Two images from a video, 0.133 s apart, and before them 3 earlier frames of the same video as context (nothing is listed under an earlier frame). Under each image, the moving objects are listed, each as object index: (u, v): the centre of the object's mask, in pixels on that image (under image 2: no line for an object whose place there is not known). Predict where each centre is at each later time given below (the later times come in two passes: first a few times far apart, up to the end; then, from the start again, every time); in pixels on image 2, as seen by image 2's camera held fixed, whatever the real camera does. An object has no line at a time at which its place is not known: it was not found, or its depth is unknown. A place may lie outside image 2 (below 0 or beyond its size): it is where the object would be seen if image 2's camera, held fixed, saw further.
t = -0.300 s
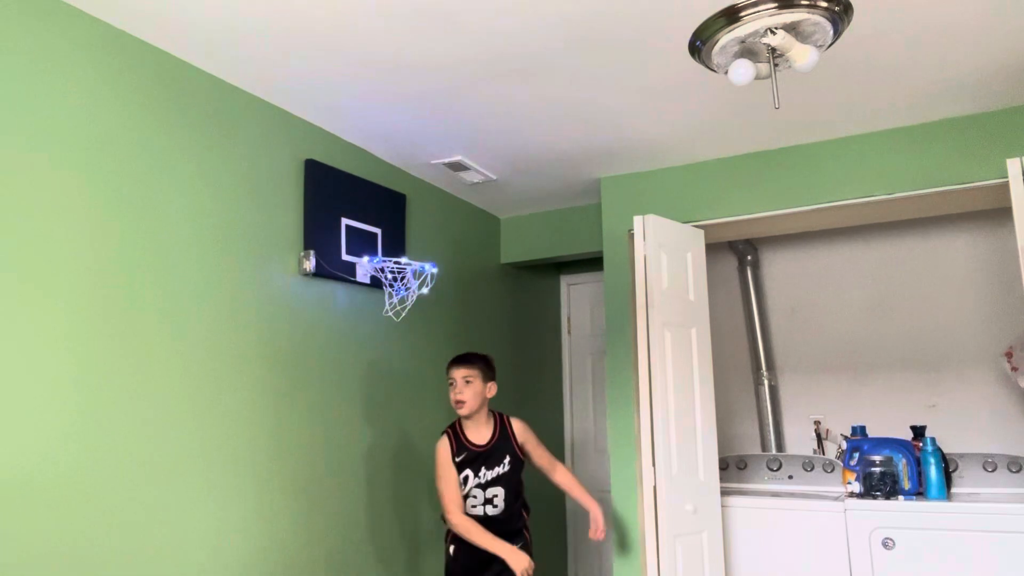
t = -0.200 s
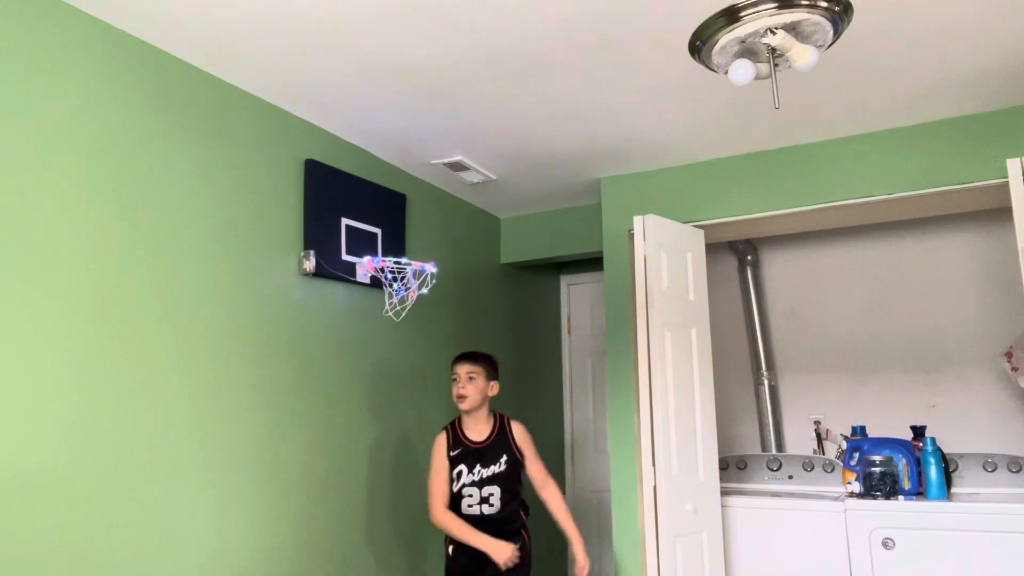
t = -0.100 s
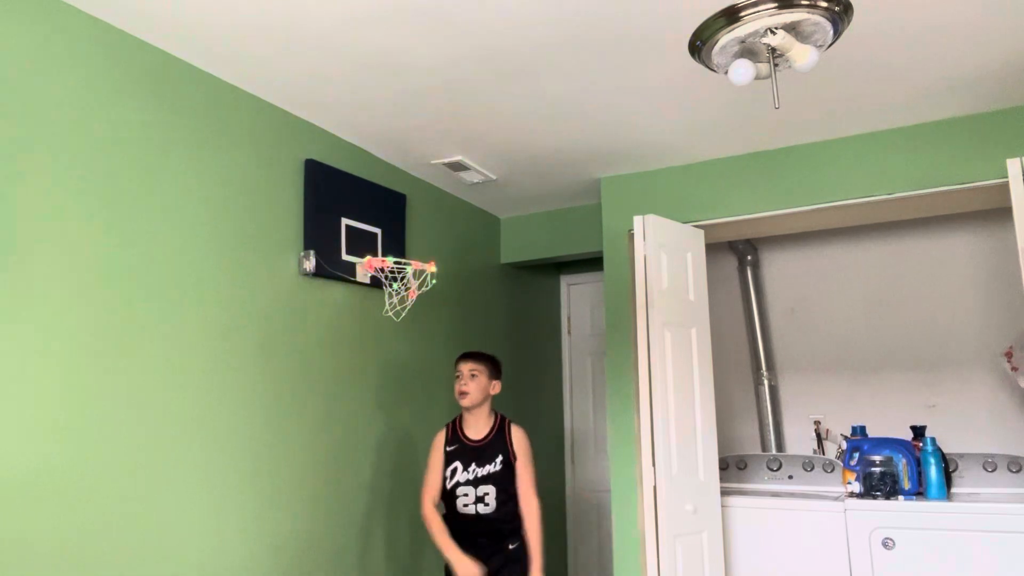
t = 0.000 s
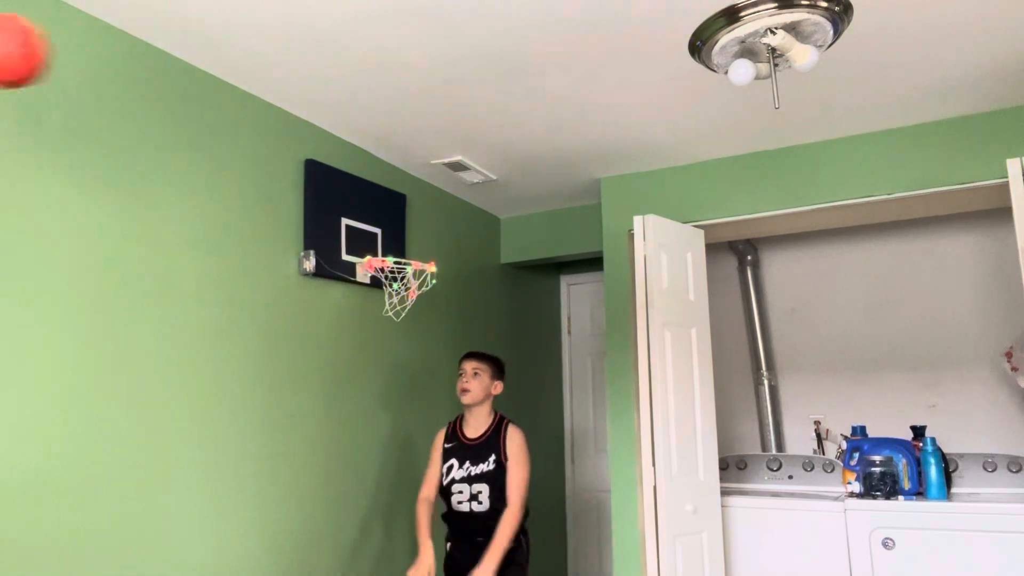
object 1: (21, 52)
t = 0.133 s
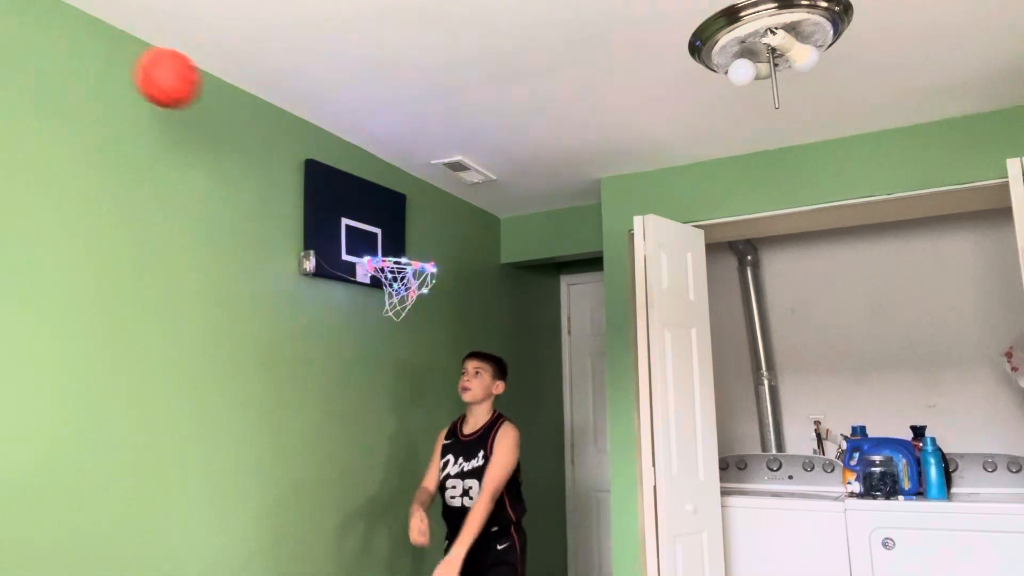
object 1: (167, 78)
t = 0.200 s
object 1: (226, 112)
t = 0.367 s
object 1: (333, 228)
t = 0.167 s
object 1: (197, 93)
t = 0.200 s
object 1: (226, 112)
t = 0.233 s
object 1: (252, 131)
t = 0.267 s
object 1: (274, 153)
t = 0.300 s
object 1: (296, 177)
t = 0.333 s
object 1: (316, 203)
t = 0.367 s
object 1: (333, 228)
